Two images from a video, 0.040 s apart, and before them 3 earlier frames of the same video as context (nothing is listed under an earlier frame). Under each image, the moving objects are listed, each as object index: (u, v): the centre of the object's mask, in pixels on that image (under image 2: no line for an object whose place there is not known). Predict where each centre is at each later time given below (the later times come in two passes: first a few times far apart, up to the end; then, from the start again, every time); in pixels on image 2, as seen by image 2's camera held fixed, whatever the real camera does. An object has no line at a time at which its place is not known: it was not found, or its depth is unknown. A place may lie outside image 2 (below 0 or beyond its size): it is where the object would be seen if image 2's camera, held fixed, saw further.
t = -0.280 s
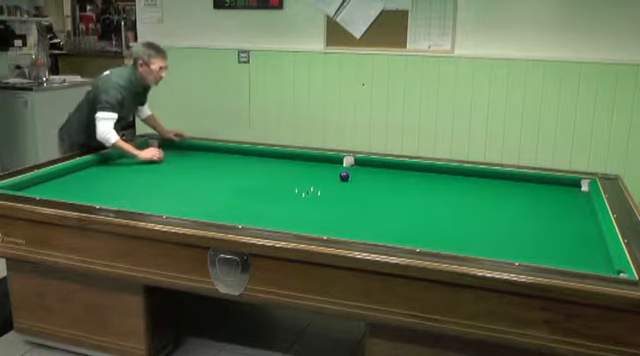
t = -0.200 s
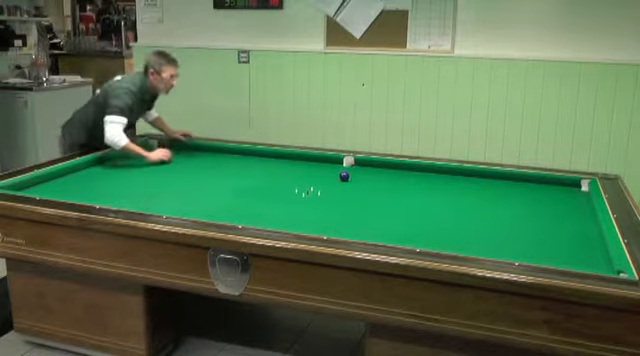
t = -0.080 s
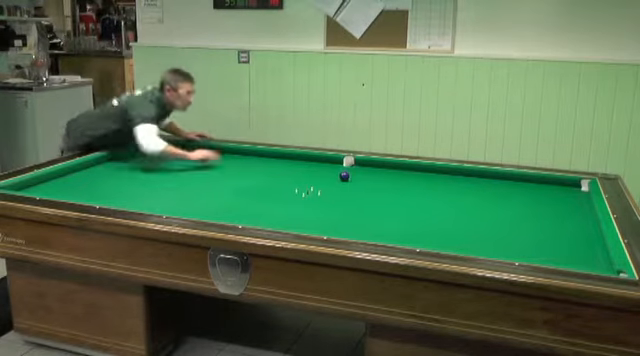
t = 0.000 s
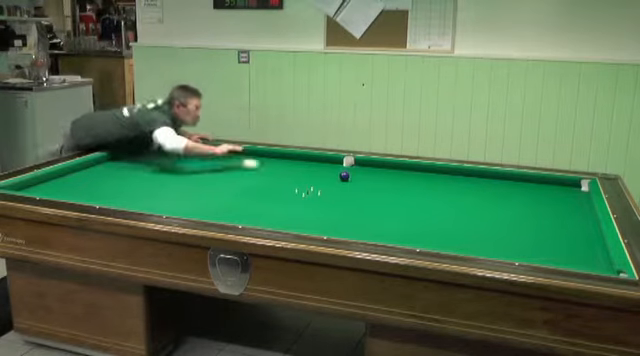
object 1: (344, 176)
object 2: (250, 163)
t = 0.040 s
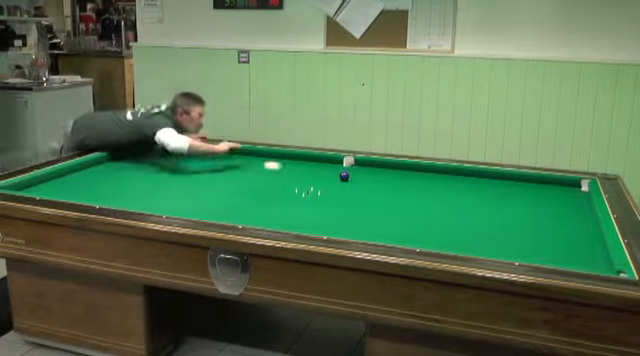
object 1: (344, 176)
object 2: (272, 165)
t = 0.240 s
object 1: (373, 185)
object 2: (361, 170)
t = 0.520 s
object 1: (483, 220)
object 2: (424, 170)
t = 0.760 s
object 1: (590, 256)
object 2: (460, 180)
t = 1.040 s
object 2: (508, 190)
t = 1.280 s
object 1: (470, 246)
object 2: (552, 200)
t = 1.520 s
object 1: (423, 235)
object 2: (581, 210)
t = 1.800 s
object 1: (375, 221)
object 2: (549, 213)
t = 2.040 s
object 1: (338, 211)
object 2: (522, 215)
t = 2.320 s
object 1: (299, 200)
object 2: (490, 218)
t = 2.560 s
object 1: (270, 192)
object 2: (461, 221)
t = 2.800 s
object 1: (243, 185)
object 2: (431, 223)
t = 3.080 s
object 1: (216, 176)
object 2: (395, 226)
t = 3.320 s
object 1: (195, 171)
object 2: (364, 228)
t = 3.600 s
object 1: (173, 164)
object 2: (327, 229)
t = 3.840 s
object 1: (156, 159)
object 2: (299, 227)
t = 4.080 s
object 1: (140, 154)
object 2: (280, 223)
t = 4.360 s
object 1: (140, 151)
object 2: (261, 218)
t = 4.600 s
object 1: (157, 149)
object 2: (246, 216)
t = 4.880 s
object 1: (178, 148)
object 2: (230, 211)
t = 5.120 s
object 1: (189, 149)
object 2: (216, 207)
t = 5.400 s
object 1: (199, 150)
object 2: (202, 202)
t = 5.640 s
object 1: (207, 152)
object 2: (191, 199)
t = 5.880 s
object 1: (213, 153)
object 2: (181, 195)
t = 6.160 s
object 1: (222, 156)
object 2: (170, 192)
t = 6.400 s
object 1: (228, 158)
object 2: (161, 189)
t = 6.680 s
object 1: (236, 161)
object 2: (152, 186)
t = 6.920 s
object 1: (243, 163)
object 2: (144, 184)
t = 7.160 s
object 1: (249, 164)
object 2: (138, 181)
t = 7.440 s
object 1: (257, 167)
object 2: (130, 179)
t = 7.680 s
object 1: (262, 168)
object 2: (124, 177)
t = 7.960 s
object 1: (268, 170)
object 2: (117, 174)
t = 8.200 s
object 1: (275, 172)
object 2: (113, 173)
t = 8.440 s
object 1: (280, 173)
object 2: (109, 171)
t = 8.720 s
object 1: (286, 175)
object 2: (103, 170)
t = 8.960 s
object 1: (292, 177)
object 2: (98, 169)
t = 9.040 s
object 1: (294, 178)
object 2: (97, 168)
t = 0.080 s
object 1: (344, 176)
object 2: (293, 167)
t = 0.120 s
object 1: (344, 176)
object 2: (316, 170)
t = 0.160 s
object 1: (345, 177)
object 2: (337, 172)
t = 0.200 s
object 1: (360, 181)
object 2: (349, 172)
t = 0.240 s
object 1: (373, 185)
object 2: (361, 170)
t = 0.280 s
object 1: (387, 190)
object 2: (372, 169)
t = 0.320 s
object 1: (403, 194)
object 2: (383, 169)
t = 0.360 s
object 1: (419, 199)
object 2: (393, 168)
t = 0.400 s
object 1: (434, 204)
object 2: (404, 168)
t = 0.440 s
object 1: (450, 210)
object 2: (413, 167)
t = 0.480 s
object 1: (466, 214)
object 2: (418, 169)
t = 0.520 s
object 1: (483, 220)
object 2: (424, 170)
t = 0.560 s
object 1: (500, 225)
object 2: (430, 172)
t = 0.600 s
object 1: (518, 233)
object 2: (435, 173)
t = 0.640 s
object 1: (535, 239)
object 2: (441, 175)
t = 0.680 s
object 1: (553, 244)
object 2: (448, 177)
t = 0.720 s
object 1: (571, 250)
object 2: (454, 178)
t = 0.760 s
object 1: (590, 256)
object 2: (460, 180)
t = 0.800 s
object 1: (602, 262)
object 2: (467, 181)
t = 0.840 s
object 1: (588, 262)
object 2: (474, 182)
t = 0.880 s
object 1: (574, 261)
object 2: (480, 184)
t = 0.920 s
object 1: (560, 260)
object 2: (487, 185)
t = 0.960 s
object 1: (549, 259)
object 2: (494, 186)
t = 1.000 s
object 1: (534, 259)
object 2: (501, 189)
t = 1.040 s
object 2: (508, 190)
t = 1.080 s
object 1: (516, 257)
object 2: (515, 192)
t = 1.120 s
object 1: (506, 254)
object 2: (522, 194)
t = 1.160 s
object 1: (496, 252)
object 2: (529, 195)
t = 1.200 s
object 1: (487, 250)
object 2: (537, 197)
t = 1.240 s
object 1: (478, 248)
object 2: (544, 199)
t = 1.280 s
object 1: (470, 246)
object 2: (552, 200)
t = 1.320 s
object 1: (462, 244)
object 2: (560, 202)
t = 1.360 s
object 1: (454, 242)
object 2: (567, 204)
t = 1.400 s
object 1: (447, 241)
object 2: (575, 206)
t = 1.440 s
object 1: (439, 239)
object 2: (583, 208)
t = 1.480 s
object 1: (431, 237)
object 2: (587, 209)
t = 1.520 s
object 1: (423, 235)
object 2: (581, 210)
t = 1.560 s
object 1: (416, 233)
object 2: (576, 210)
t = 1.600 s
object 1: (409, 231)
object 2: (571, 210)
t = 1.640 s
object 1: (402, 229)
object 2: (567, 211)
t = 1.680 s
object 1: (395, 227)
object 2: (562, 211)
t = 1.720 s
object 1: (388, 225)
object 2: (558, 211)
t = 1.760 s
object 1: (382, 223)
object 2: (553, 212)
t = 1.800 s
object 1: (375, 221)
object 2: (549, 213)
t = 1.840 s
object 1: (369, 219)
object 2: (545, 213)
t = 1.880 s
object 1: (362, 218)
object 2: (540, 213)
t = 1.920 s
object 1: (356, 216)
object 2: (536, 214)
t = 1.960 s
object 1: (350, 214)
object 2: (531, 214)
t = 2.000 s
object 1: (344, 212)
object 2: (527, 215)
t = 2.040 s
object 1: (338, 211)
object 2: (522, 215)
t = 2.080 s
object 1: (332, 209)
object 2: (518, 215)
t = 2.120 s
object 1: (327, 207)
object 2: (513, 216)
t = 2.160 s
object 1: (321, 206)
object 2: (508, 216)
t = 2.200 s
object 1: (315, 205)
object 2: (504, 217)
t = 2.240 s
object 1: (310, 204)
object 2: (499, 217)
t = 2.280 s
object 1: (305, 202)
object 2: (494, 218)
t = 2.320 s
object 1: (299, 200)
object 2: (490, 218)
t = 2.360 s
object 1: (294, 199)
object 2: (485, 219)
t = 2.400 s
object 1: (289, 197)
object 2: (480, 219)
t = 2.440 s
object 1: (284, 196)
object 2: (476, 219)
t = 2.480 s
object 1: (279, 195)
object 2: (471, 220)
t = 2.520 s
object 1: (274, 193)
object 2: (466, 220)
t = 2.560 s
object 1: (270, 192)
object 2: (461, 221)
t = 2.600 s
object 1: (265, 191)
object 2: (456, 221)
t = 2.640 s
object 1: (261, 189)
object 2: (451, 221)
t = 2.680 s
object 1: (256, 188)
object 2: (446, 222)
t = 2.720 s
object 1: (252, 187)
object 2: (441, 223)
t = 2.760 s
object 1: (248, 186)
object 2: (436, 223)
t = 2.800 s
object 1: (243, 185)
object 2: (431, 223)
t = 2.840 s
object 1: (239, 183)
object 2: (426, 223)
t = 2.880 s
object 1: (235, 182)
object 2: (421, 224)
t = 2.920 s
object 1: (232, 181)
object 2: (416, 224)
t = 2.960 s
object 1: (227, 180)
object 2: (411, 225)
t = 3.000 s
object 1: (223, 179)
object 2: (406, 225)
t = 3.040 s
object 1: (219, 177)
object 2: (400, 225)
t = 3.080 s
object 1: (216, 176)
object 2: (395, 226)
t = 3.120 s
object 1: (212, 175)
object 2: (390, 226)
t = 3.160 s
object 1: (209, 174)
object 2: (385, 227)
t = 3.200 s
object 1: (205, 174)
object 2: (380, 227)
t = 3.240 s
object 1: (202, 173)
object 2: (375, 228)
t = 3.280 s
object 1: (199, 172)
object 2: (369, 228)
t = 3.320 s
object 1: (195, 171)
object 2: (364, 228)
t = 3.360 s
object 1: (191, 169)
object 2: (359, 228)
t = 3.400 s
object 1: (188, 168)
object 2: (353, 229)
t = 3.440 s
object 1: (185, 168)
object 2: (348, 228)
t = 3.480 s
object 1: (182, 167)
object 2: (343, 228)
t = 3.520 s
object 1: (179, 166)
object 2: (338, 228)
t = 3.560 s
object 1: (176, 165)
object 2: (332, 229)
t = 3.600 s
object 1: (173, 164)
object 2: (327, 229)
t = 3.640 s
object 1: (170, 164)
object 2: (321, 228)
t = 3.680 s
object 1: (167, 162)
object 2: (316, 228)
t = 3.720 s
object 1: (164, 162)
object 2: (311, 229)
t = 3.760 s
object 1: (161, 161)
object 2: (306, 228)
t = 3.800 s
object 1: (158, 160)
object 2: (302, 228)
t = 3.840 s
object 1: (156, 159)
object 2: (299, 227)
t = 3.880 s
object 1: (153, 159)
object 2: (296, 227)
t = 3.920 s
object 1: (150, 158)
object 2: (292, 226)
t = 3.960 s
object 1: (148, 156)
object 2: (289, 225)
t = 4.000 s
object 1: (146, 155)
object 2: (286, 224)
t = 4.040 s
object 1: (143, 155)
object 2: (283, 223)
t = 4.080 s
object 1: (140, 154)
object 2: (280, 223)
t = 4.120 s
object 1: (138, 154)
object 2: (277, 222)
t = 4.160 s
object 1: (135, 153)
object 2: (274, 222)
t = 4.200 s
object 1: (133, 152)
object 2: (272, 221)
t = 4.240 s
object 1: (131, 152)
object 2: (269, 220)
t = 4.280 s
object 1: (133, 152)
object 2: (266, 219)
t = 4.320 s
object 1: (137, 151)
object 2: (264, 219)
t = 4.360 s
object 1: (140, 151)
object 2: (261, 218)
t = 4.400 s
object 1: (143, 151)
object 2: (258, 217)
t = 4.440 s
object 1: (146, 150)
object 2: (256, 217)
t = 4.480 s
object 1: (150, 151)
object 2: (253, 217)
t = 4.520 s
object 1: (151, 150)
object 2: (251, 217)
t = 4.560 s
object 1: (153, 151)
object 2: (248, 216)
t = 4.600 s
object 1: (157, 149)
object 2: (246, 216)
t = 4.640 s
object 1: (160, 149)
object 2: (243, 215)
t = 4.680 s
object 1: (163, 149)
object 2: (241, 215)
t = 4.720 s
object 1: (167, 148)
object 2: (239, 214)
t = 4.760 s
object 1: (169, 149)
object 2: (236, 213)
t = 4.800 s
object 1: (171, 149)
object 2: (234, 212)
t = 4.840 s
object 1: (174, 149)
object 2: (231, 211)
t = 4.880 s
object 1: (178, 148)
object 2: (230, 211)
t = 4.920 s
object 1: (181, 148)
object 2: (227, 210)
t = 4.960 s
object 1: (184, 148)
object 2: (225, 210)
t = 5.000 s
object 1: (186, 149)
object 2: (223, 209)
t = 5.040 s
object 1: (189, 149)
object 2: (220, 208)
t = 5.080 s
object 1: (189, 149)
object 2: (218, 207)
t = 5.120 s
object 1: (189, 149)
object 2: (216, 207)
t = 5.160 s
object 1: (191, 149)
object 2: (214, 206)
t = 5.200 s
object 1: (193, 149)
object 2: (212, 205)
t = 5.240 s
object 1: (194, 149)
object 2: (210, 205)
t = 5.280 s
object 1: (196, 149)
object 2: (208, 204)
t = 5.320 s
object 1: (197, 150)
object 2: (206, 203)
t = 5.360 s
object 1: (199, 150)
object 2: (204, 203)
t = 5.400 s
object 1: (199, 150)
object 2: (202, 202)
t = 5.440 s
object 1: (200, 151)
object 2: (200, 202)
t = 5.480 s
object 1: (201, 151)
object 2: (198, 201)
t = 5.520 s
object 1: (202, 151)
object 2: (197, 201)
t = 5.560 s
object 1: (204, 152)
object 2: (195, 200)
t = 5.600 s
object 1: (205, 152)
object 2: (193, 199)
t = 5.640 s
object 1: (207, 152)
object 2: (191, 199)
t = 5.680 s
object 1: (208, 152)
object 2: (190, 198)
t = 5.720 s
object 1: (209, 152)
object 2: (188, 198)
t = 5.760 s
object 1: (210, 152)
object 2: (186, 197)
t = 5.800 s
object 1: (211, 153)
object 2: (185, 196)
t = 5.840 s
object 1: (212, 153)
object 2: (183, 196)
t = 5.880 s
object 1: (213, 153)
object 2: (181, 195)
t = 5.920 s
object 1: (215, 153)
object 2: (180, 195)
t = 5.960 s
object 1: (216, 153)
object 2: (178, 194)
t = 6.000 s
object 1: (217, 154)
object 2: (176, 194)
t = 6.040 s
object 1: (218, 154)
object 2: (175, 193)
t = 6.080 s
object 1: (220, 155)
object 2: (173, 193)
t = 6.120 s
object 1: (220, 155)
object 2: (172, 192)
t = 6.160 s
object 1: (222, 156)
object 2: (170, 192)
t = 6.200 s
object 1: (223, 156)
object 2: (169, 191)
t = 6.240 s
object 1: (224, 157)
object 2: (167, 191)
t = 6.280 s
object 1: (224, 157)
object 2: (166, 190)
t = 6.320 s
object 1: (225, 157)
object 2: (164, 190)
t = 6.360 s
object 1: (227, 158)
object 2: (162, 189)
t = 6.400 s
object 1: (228, 158)
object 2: (161, 189)
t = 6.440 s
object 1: (228, 158)
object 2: (160, 188)
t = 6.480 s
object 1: (229, 159)
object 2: (158, 188)
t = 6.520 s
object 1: (231, 159)
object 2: (157, 187)
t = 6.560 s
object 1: (232, 160)
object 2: (156, 187)
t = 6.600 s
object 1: (234, 160)
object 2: (155, 187)
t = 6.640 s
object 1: (235, 160)
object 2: (153, 186)
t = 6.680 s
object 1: (236, 161)
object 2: (152, 186)
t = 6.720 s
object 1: (237, 162)
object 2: (151, 186)
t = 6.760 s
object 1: (238, 162)
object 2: (149, 185)
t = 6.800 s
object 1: (240, 163)
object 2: (148, 185)
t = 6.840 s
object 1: (241, 163)
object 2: (147, 184)
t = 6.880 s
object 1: (242, 163)
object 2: (146, 184)
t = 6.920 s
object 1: (243, 163)
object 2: (144, 184)
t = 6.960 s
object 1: (244, 163)
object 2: (143, 183)
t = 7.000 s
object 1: (244, 163)
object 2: (142, 183)
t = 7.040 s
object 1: (246, 164)
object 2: (141, 182)
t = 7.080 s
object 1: (247, 164)
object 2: (140, 182)
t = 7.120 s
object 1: (248, 164)
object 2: (139, 182)
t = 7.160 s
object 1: (249, 164)
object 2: (138, 181)
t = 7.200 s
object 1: (250, 165)
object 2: (136, 181)
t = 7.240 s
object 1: (252, 165)
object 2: (135, 181)
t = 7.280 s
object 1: (253, 166)
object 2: (134, 180)
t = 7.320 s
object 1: (253, 166)
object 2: (133, 180)
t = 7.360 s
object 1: (254, 166)
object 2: (132, 179)
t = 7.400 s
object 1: (255, 166)
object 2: (131, 179)
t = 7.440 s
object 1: (257, 167)
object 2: (130, 179)
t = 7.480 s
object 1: (258, 167)
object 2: (129, 178)
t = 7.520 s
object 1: (259, 167)
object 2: (128, 178)
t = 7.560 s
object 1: (259, 167)
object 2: (127, 178)
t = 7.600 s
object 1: (260, 168)
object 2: (126, 177)
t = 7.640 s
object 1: (262, 168)
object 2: (125, 177)
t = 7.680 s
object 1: (262, 168)
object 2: (124, 177)
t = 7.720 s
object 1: (264, 169)
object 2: (123, 176)
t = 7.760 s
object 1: (265, 169)
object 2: (122, 176)
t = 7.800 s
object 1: (265, 169)
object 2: (121, 176)
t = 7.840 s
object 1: (266, 169)
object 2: (120, 176)
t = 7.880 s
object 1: (267, 169)
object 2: (119, 175)
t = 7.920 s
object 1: (268, 170)
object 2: (119, 175)
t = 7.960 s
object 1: (268, 170)
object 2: (117, 174)
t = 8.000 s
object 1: (269, 170)
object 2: (117, 175)
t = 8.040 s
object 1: (271, 171)
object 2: (116, 174)
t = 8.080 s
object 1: (272, 171)
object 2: (115, 174)
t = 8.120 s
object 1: (273, 171)
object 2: (115, 174)
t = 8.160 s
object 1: (275, 172)
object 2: (113, 173)
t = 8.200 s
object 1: (275, 172)
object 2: (113, 173)
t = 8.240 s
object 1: (276, 172)
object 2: (112, 173)
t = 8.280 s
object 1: (277, 172)
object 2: (111, 172)
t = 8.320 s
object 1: (278, 172)
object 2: (110, 172)
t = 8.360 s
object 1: (279, 173)
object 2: (109, 171)
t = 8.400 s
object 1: (279, 173)
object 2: (109, 171)
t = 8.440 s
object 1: (280, 173)
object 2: (109, 171)
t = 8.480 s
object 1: (281, 173)
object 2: (108, 171)
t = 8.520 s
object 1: (282, 174)
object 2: (107, 171)
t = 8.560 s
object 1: (283, 174)
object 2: (107, 170)
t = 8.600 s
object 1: (284, 175)
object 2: (105, 170)
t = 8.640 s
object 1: (285, 175)
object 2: (105, 170)
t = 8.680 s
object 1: (286, 175)
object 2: (104, 170)
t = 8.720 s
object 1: (286, 175)
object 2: (103, 170)
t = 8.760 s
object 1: (287, 176)
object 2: (102, 169)
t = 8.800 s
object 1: (289, 176)
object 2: (101, 169)
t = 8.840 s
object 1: (290, 176)
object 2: (100, 169)
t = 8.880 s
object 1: (291, 177)
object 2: (99, 169)
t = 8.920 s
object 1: (291, 177)
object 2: (99, 169)
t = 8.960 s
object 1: (292, 177)
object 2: (98, 169)
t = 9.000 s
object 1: (293, 177)
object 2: (98, 168)
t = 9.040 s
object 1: (294, 178)
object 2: (97, 168)
